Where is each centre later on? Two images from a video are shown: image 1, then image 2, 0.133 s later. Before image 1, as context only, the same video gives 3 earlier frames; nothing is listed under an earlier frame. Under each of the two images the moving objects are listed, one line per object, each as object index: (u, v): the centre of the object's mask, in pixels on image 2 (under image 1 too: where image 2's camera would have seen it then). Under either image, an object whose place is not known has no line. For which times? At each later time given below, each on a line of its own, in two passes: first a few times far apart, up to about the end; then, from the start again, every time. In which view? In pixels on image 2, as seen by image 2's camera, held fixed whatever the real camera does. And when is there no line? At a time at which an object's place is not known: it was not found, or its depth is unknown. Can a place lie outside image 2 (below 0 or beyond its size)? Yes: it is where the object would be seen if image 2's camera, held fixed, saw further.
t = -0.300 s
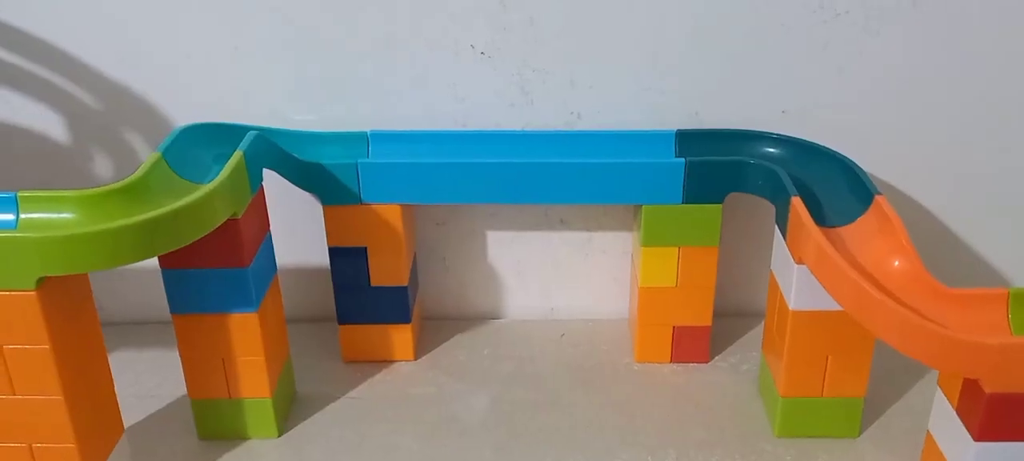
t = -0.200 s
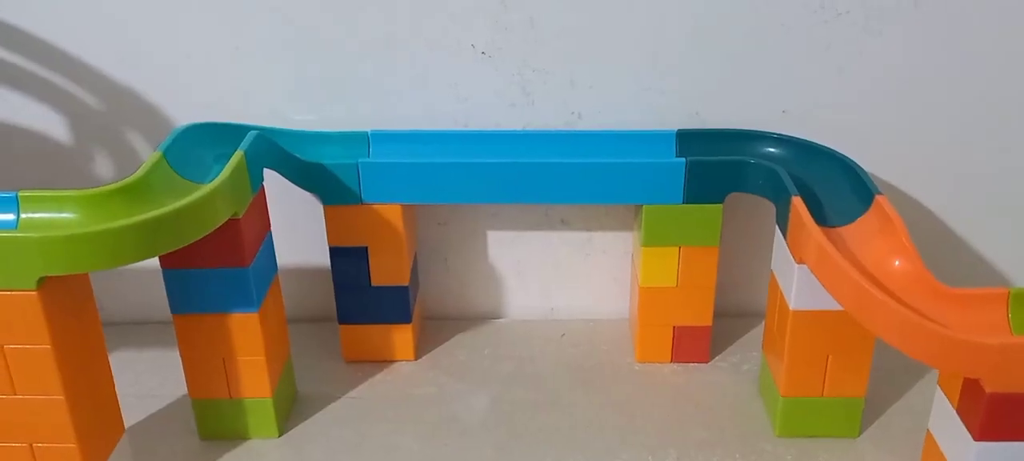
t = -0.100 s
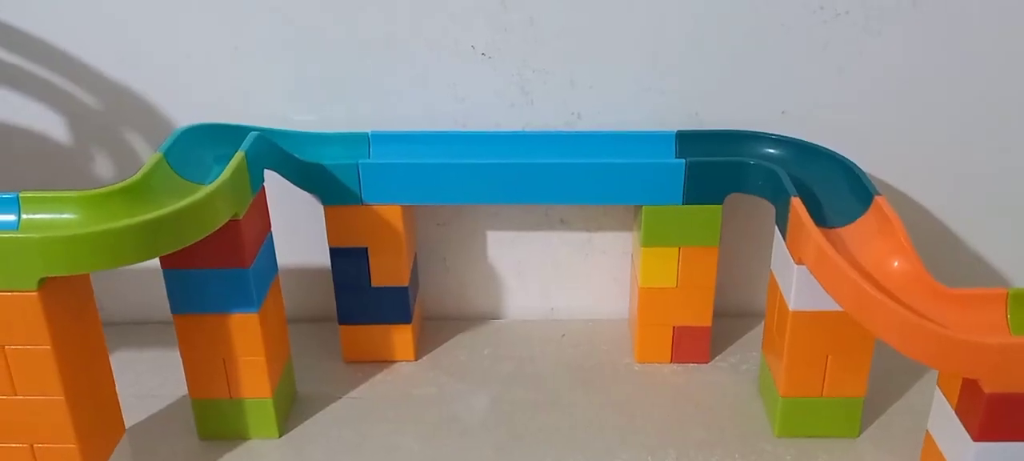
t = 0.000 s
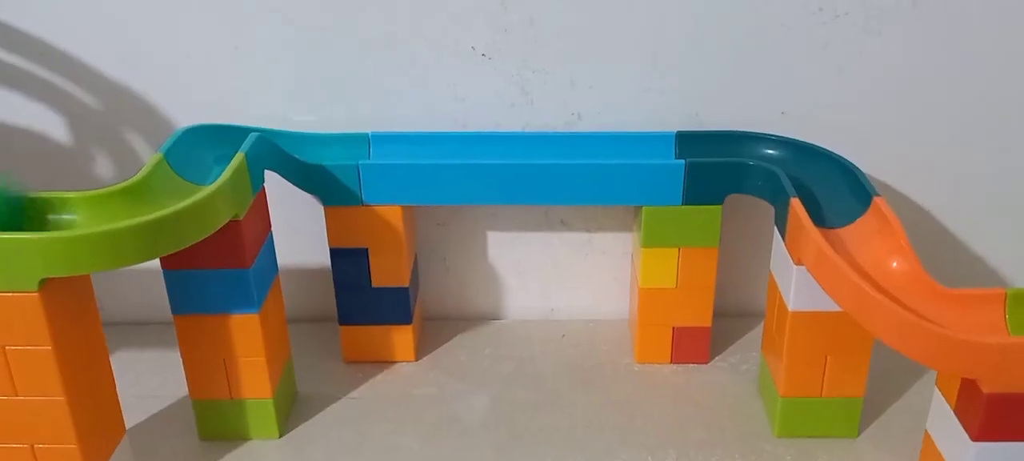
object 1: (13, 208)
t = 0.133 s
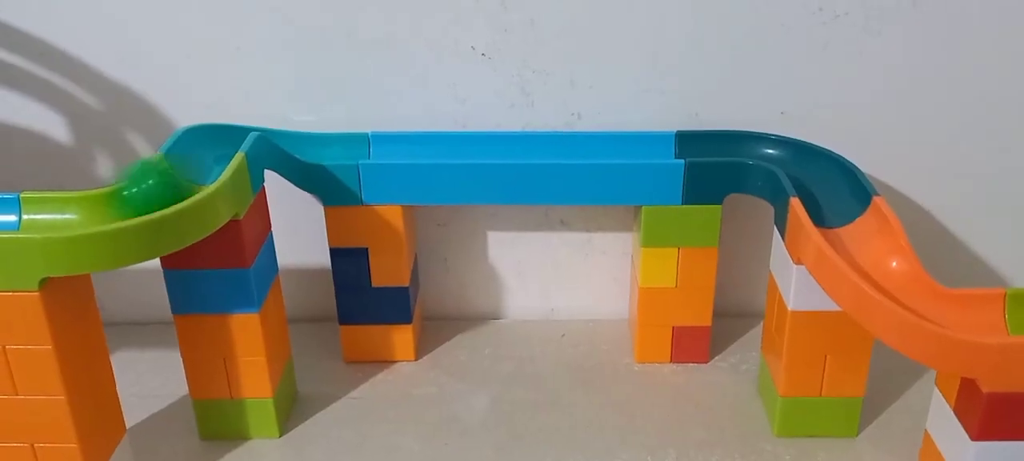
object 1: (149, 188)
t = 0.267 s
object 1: (208, 139)
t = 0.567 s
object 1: (489, 141)
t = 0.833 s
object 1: (753, 142)
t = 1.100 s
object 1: (865, 235)
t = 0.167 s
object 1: (175, 174)
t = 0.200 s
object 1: (185, 165)
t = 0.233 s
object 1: (196, 154)
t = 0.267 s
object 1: (208, 139)
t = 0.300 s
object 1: (217, 132)
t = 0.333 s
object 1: (233, 125)
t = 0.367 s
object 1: (269, 121)
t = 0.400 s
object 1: (306, 137)
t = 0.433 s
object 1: (350, 142)
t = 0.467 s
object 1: (383, 140)
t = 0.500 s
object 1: (418, 142)
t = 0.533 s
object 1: (454, 141)
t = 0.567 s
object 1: (489, 141)
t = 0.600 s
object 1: (525, 141)
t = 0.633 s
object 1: (560, 141)
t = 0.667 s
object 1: (596, 141)
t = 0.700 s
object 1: (628, 141)
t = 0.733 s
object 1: (663, 140)
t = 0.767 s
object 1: (694, 138)
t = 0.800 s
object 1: (722, 139)
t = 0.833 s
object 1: (753, 142)
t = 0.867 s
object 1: (781, 148)
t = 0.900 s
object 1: (806, 160)
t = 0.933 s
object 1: (821, 171)
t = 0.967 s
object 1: (828, 183)
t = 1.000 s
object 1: (835, 193)
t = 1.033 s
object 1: (842, 206)
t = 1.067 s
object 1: (851, 218)
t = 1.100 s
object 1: (865, 235)
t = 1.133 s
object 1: (889, 262)
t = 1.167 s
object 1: (923, 289)
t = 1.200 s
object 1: (967, 307)
